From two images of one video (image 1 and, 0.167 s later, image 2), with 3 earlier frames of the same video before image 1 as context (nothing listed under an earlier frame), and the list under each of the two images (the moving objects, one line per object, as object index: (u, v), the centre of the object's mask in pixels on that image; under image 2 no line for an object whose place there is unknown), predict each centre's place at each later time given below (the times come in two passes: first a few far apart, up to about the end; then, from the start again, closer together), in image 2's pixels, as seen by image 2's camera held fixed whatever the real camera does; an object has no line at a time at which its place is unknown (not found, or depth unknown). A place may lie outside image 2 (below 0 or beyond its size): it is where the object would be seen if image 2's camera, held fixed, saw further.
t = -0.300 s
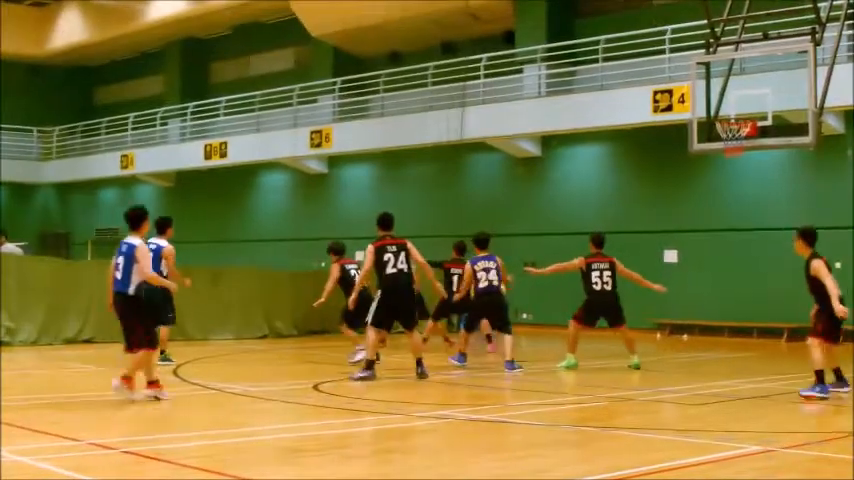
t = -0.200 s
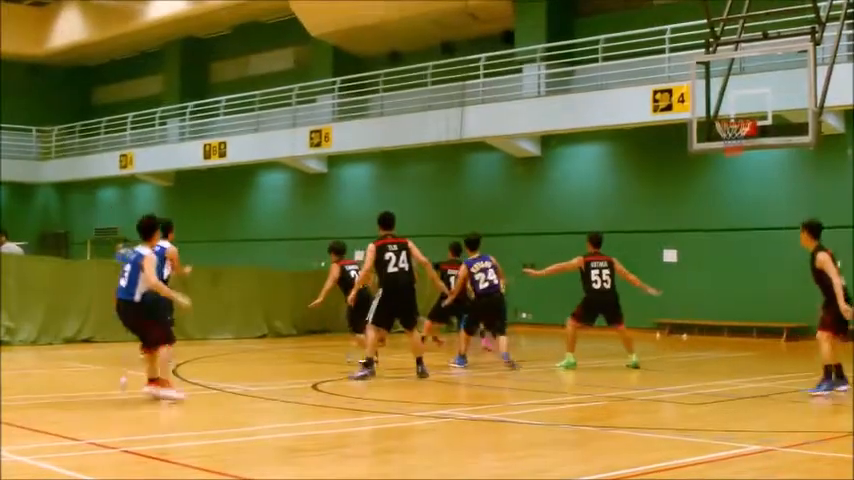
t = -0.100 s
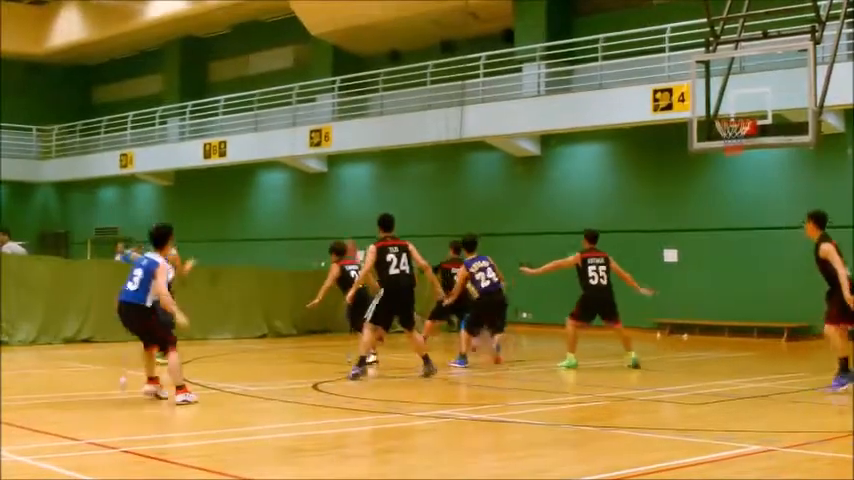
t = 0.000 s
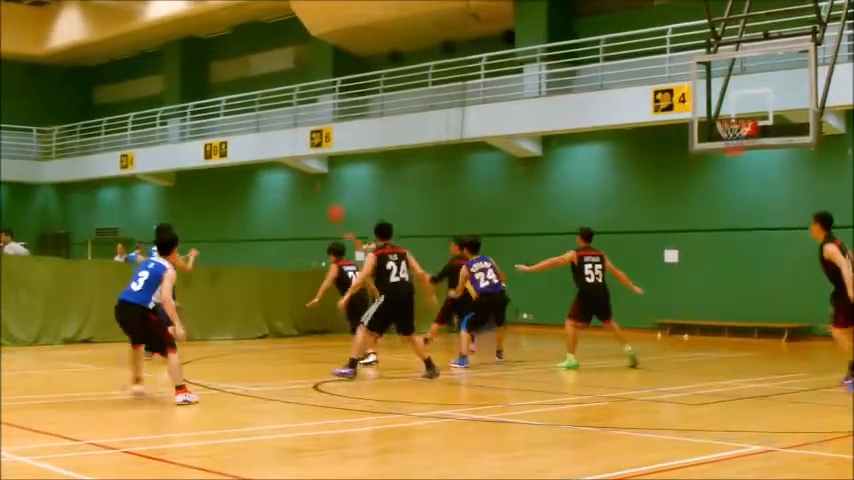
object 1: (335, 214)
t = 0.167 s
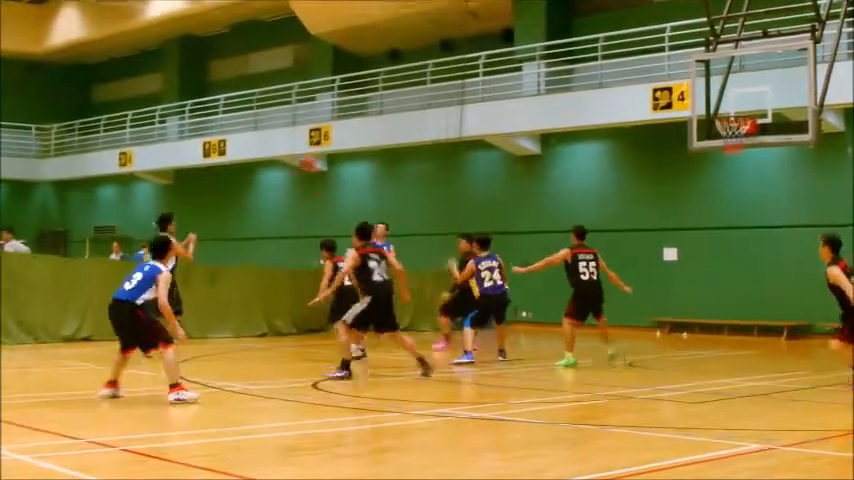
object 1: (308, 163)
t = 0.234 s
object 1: (294, 145)
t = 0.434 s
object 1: (252, 105)
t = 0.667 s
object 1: (189, 90)
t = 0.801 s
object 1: (145, 101)
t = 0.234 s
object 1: (294, 145)
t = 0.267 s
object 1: (287, 137)
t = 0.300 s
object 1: (280, 129)
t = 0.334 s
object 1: (274, 122)
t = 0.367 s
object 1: (266, 116)
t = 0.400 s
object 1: (260, 110)
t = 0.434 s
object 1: (252, 105)
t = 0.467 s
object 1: (245, 101)
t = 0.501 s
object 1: (236, 96)
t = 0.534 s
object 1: (227, 92)
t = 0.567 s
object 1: (218, 91)
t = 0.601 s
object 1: (208, 90)
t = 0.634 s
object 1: (199, 89)
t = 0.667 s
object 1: (189, 90)
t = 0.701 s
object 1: (178, 91)
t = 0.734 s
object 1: (169, 93)
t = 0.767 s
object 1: (157, 96)
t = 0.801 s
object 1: (145, 101)
